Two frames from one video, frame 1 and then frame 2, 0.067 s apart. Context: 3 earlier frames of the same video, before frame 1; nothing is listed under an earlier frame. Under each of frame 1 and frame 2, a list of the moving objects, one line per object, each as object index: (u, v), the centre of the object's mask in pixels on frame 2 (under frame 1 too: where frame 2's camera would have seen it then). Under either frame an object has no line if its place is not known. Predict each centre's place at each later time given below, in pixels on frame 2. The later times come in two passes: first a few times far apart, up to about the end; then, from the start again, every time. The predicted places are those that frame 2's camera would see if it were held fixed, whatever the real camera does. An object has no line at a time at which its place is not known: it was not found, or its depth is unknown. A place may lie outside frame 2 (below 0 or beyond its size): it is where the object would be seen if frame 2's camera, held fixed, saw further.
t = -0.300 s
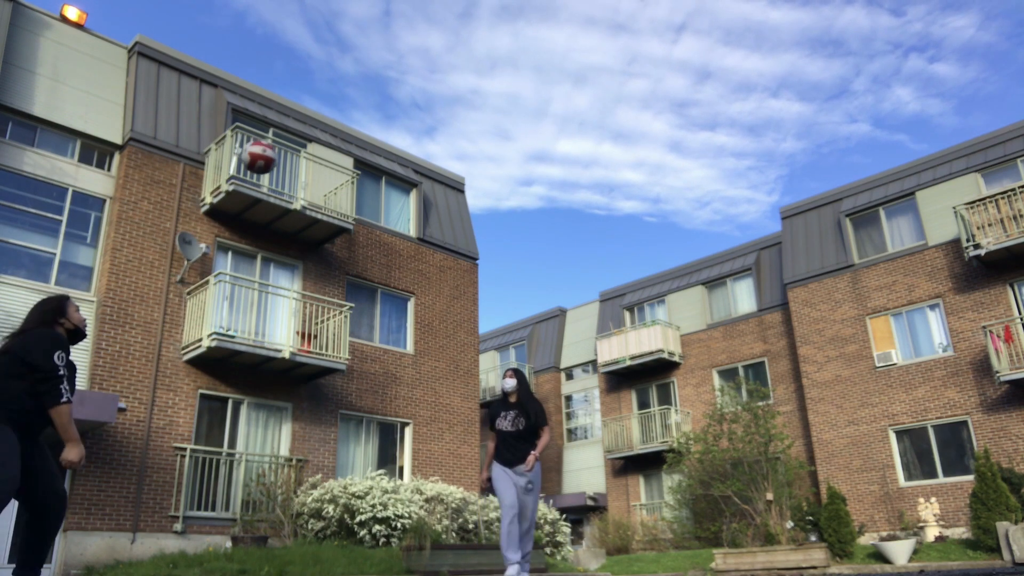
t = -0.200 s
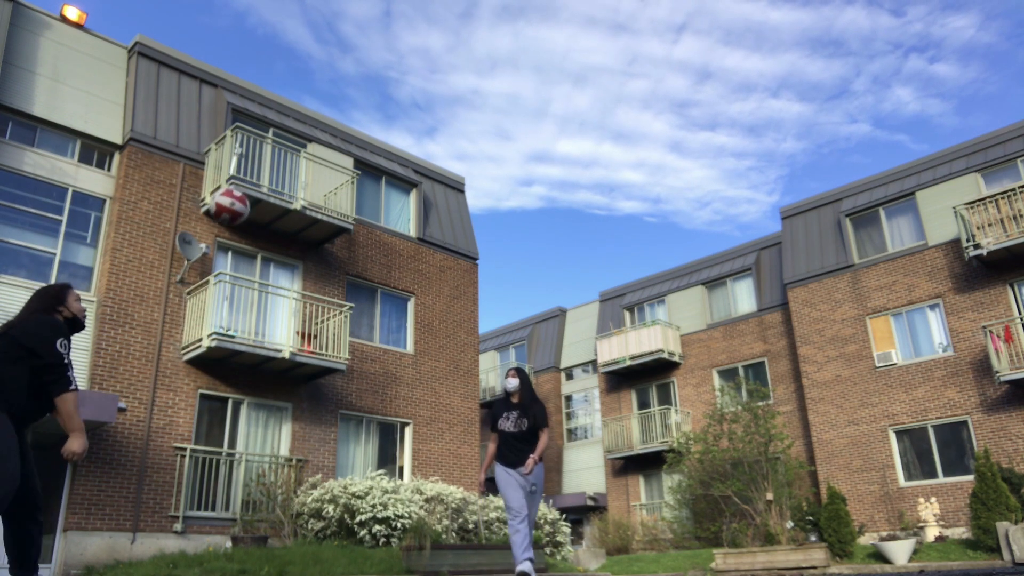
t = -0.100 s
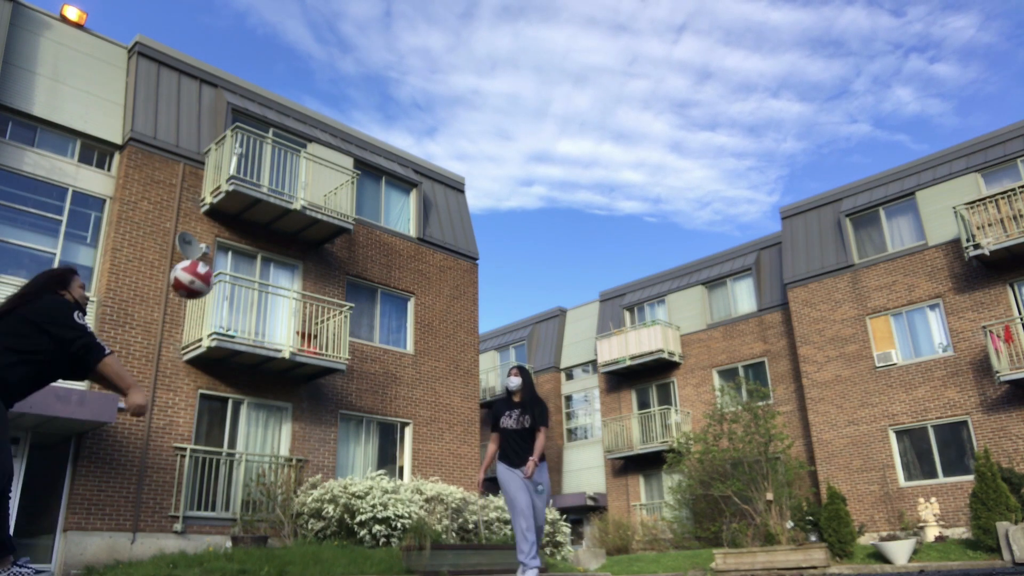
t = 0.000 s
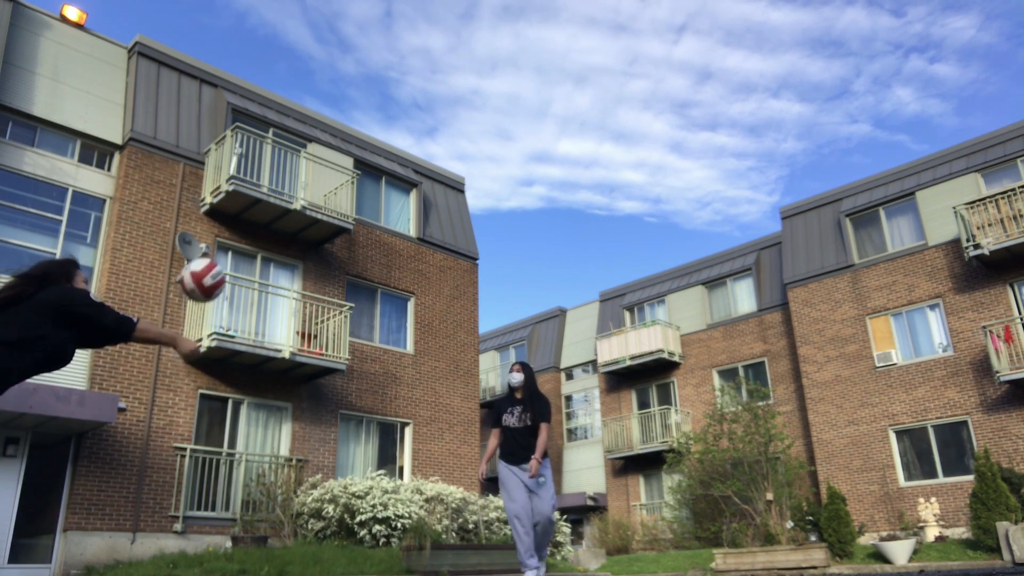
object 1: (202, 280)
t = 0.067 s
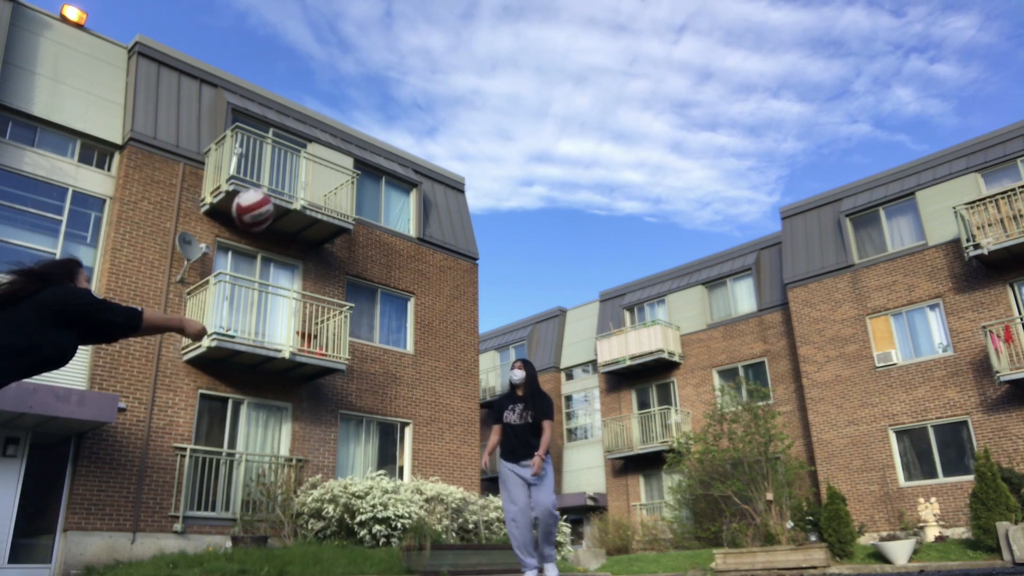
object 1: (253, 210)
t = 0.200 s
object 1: (334, 111)
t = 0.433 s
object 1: (443, 26)
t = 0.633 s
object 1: (521, 15)
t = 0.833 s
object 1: (594, 50)
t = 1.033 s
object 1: (667, 126)
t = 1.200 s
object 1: (732, 224)
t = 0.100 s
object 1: (275, 181)
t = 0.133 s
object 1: (296, 154)
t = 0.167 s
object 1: (315, 131)
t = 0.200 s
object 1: (334, 111)
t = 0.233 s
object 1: (351, 93)
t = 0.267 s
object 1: (368, 78)
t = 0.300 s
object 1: (384, 64)
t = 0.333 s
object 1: (399, 52)
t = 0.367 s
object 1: (414, 42)
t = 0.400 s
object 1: (428, 33)
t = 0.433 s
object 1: (443, 26)
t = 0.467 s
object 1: (456, 21)
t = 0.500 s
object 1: (469, 17)
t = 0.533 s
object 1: (483, 15)
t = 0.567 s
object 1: (496, 14)
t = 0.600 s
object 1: (509, 14)
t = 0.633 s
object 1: (521, 15)
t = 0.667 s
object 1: (534, 18)
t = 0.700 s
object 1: (546, 22)
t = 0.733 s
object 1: (558, 27)
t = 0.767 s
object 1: (570, 33)
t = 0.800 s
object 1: (582, 41)
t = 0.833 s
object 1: (594, 50)
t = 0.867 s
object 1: (606, 59)
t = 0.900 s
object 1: (618, 71)
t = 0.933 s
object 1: (630, 83)
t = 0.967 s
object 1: (642, 96)
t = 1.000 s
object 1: (654, 110)
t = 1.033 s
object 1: (667, 126)
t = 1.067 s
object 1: (679, 143)
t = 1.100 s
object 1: (692, 161)
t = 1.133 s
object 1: (706, 180)
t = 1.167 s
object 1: (719, 202)
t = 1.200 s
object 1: (732, 224)
